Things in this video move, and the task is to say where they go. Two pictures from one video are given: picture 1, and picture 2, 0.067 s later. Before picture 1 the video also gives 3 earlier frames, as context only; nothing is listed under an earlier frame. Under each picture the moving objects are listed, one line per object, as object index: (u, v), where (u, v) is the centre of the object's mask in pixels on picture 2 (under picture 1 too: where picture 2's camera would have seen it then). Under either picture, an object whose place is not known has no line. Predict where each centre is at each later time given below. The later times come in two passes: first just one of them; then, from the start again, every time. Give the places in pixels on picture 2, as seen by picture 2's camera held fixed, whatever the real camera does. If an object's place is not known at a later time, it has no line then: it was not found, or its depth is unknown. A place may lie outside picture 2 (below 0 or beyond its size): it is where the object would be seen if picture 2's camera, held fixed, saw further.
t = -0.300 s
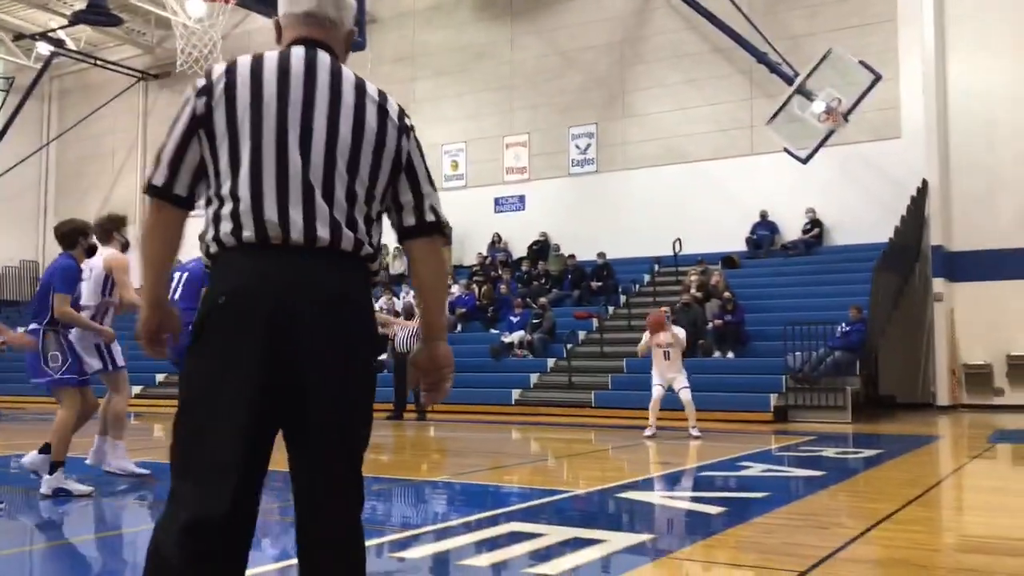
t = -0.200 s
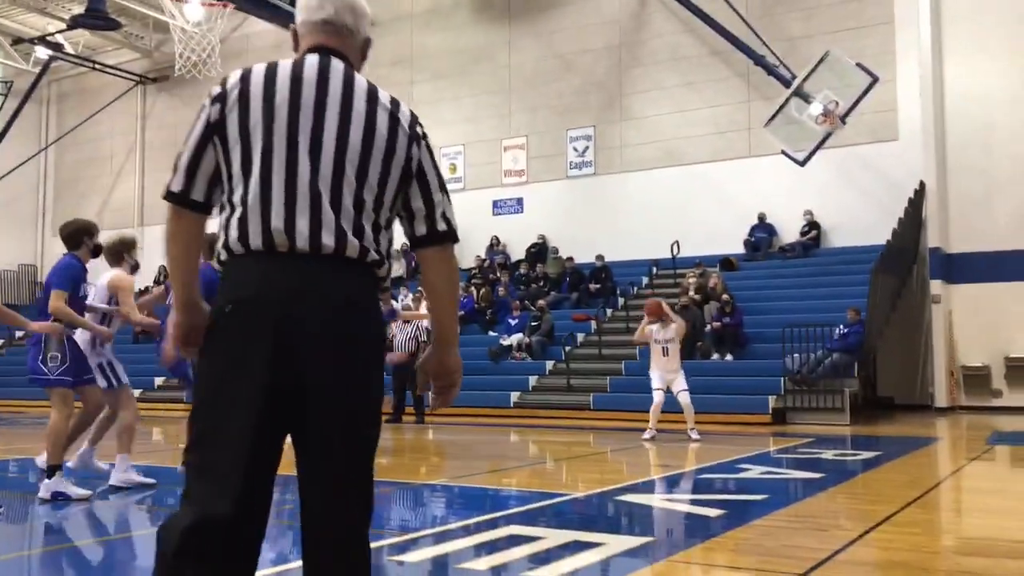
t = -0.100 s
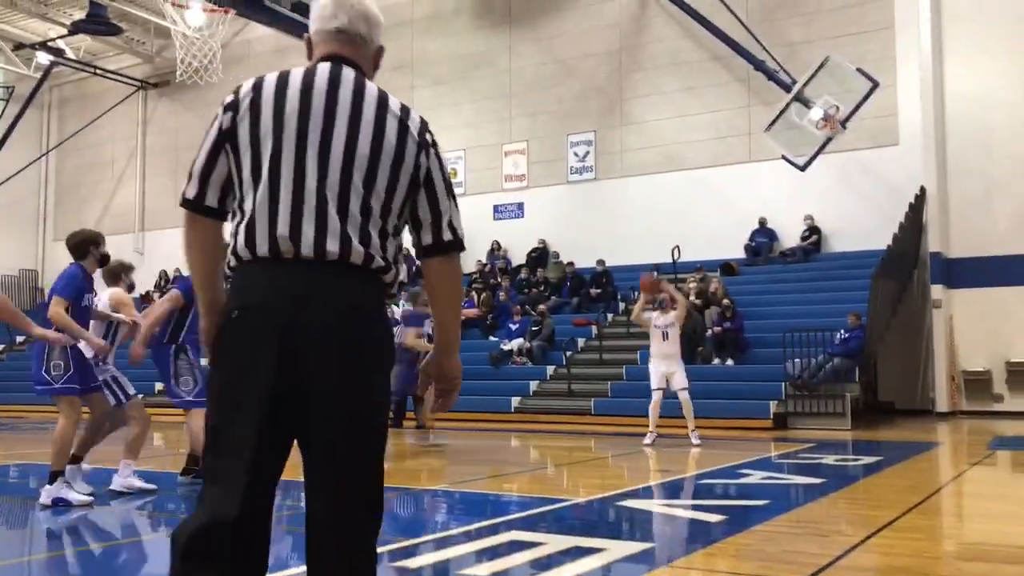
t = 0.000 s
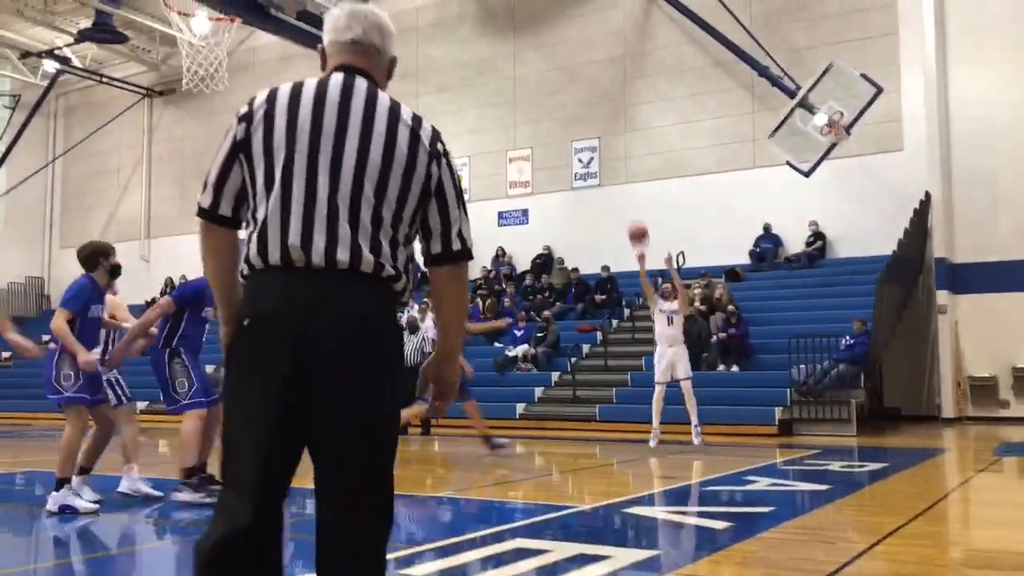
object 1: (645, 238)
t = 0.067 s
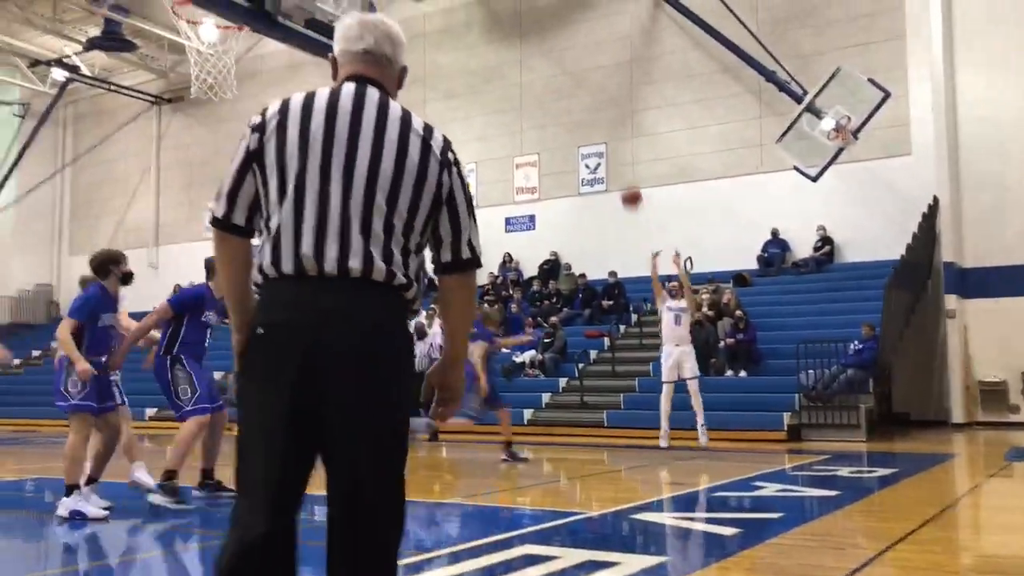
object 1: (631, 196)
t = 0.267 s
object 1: (585, 84)
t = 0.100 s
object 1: (624, 177)
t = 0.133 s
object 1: (616, 156)
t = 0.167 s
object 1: (609, 137)
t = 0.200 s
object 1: (601, 119)
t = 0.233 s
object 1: (593, 102)
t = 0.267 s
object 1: (585, 84)
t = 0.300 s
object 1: (576, 67)
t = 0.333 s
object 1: (568, 51)
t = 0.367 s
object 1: (560, 35)
